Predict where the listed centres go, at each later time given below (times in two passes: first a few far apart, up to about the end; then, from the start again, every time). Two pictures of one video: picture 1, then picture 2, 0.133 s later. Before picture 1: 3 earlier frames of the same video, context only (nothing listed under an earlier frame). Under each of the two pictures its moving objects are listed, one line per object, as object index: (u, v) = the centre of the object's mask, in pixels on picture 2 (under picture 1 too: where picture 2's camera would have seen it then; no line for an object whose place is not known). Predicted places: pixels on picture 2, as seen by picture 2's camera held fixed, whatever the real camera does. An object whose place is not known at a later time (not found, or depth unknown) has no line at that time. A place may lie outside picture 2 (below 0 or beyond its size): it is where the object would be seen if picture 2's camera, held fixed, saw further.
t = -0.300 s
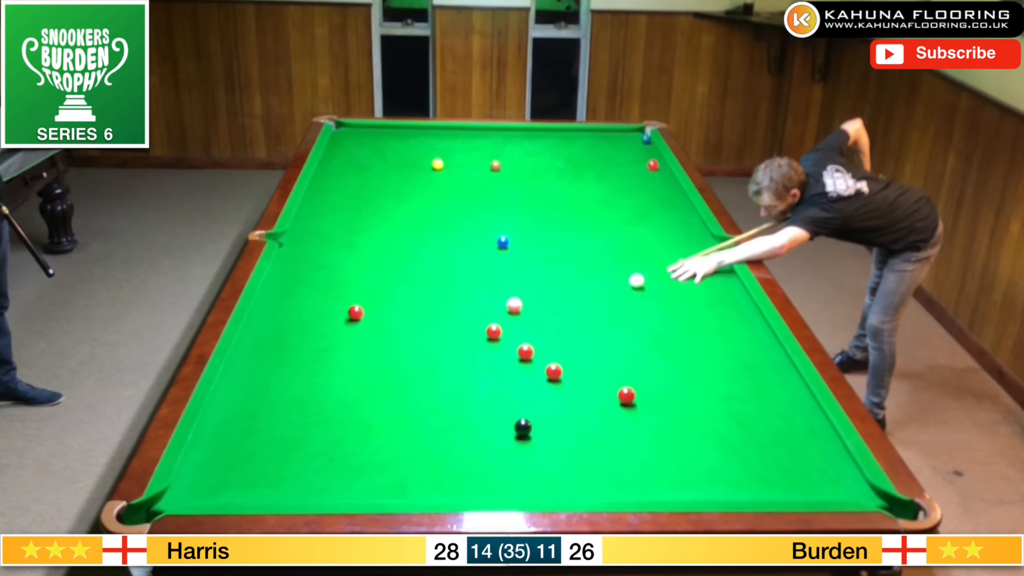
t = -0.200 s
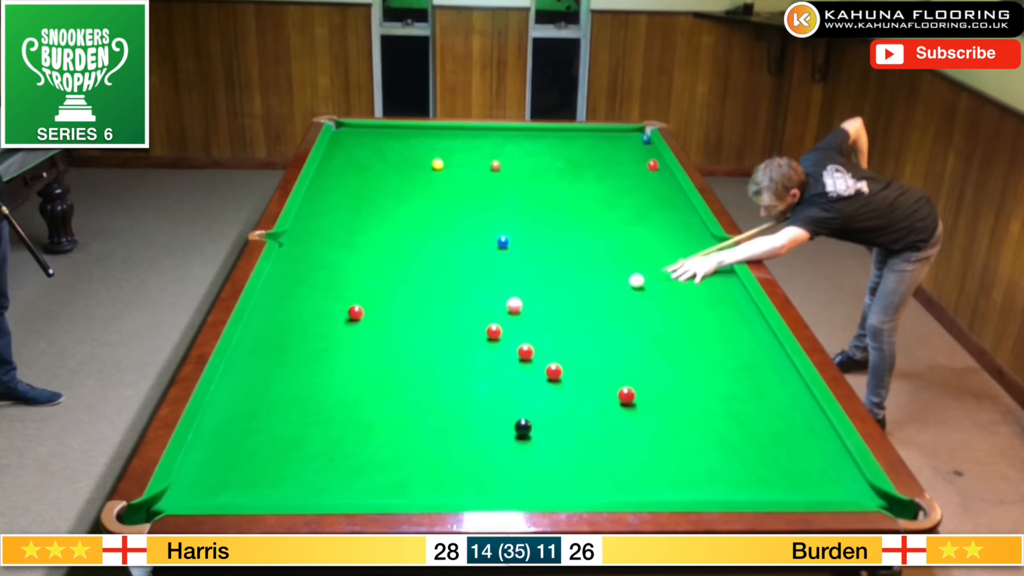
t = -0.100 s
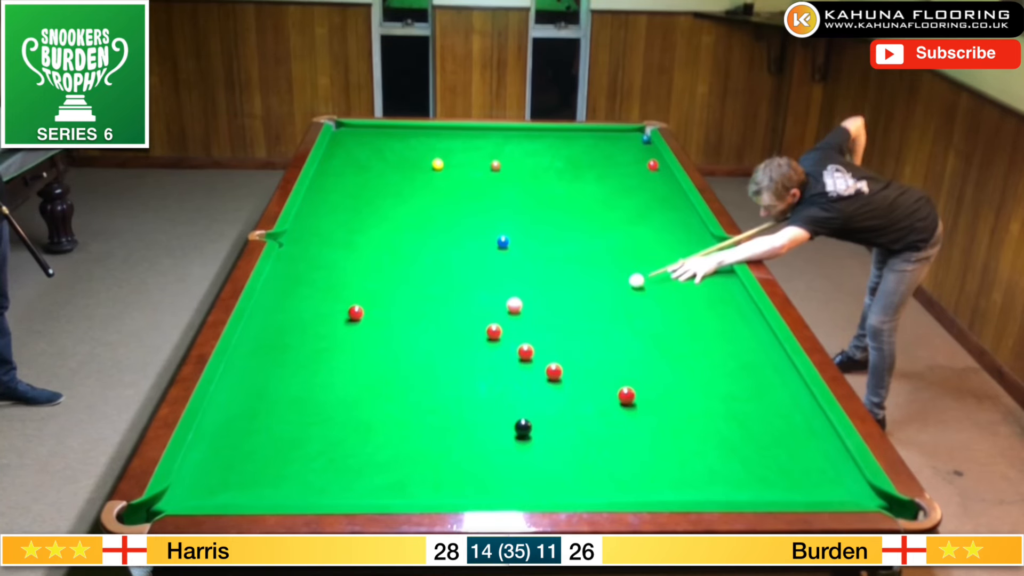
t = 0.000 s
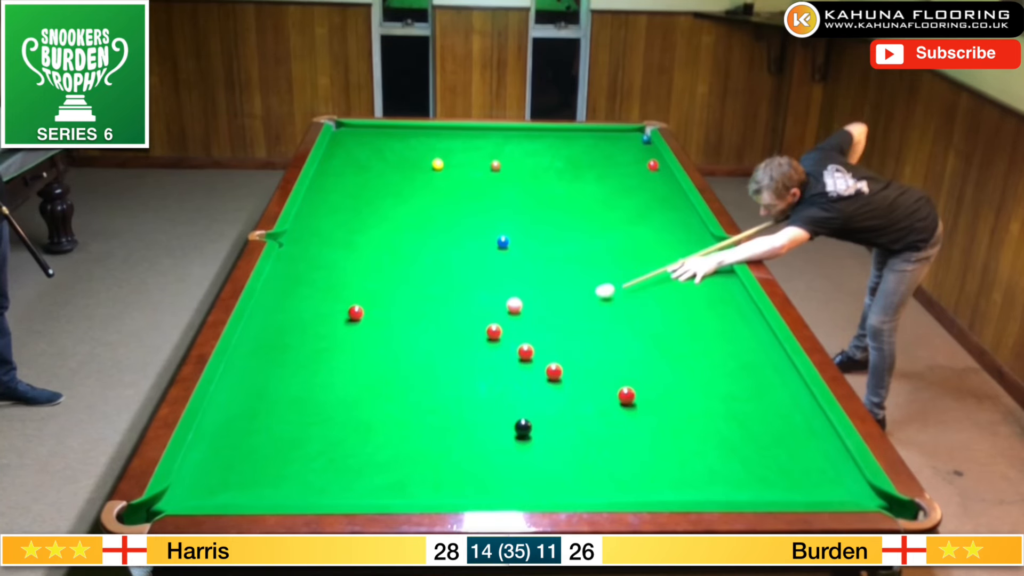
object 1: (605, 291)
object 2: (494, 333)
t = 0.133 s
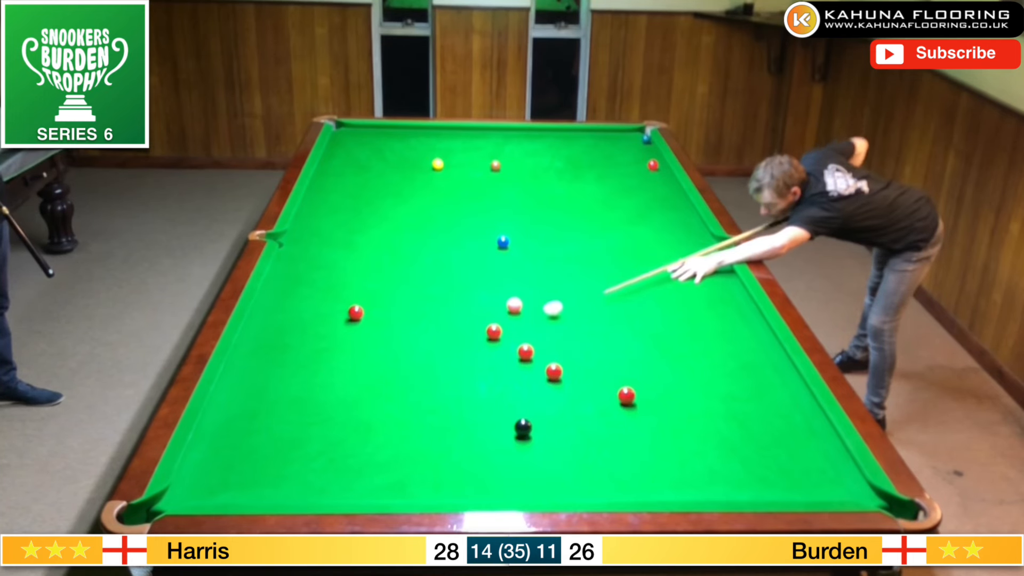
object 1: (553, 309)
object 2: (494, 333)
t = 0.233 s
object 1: (515, 322)
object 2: (494, 333)
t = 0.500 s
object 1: (474, 327)
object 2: (429, 366)
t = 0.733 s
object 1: (438, 330)
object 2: (370, 396)
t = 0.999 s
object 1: (400, 334)
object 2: (296, 435)
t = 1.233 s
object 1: (368, 338)
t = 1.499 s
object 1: (333, 341)
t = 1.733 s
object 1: (305, 344)
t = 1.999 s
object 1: (274, 348)
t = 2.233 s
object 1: (250, 351)
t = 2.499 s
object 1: (249, 353)
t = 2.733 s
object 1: (260, 354)
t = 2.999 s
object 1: (271, 355)
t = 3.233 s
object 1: (278, 357)
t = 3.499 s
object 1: (284, 357)
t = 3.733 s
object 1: (286, 358)
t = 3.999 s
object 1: (287, 358)
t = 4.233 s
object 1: (286, 358)
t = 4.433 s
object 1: (286, 357)
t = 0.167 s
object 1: (541, 313)
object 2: (494, 333)
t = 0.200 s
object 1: (528, 318)
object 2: (494, 333)
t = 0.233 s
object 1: (515, 322)
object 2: (494, 333)
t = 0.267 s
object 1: (504, 326)
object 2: (492, 333)
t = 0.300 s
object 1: (500, 326)
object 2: (482, 338)
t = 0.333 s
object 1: (497, 326)
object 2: (472, 343)
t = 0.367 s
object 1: (493, 325)
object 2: (463, 349)
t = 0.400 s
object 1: (489, 326)
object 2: (454, 353)
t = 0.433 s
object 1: (484, 326)
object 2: (445, 358)
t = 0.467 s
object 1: (479, 327)
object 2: (437, 362)
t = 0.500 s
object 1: (474, 327)
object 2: (429, 366)
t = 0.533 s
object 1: (468, 327)
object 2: (421, 370)
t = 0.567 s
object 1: (463, 328)
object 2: (413, 374)
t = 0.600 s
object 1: (458, 328)
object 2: (405, 378)
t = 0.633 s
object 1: (453, 329)
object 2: (396, 383)
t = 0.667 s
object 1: (448, 329)
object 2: (388, 387)
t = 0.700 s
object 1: (443, 330)
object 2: (379, 392)
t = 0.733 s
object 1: (438, 330)
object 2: (370, 396)
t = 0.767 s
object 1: (434, 331)
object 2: (362, 401)
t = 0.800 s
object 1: (429, 331)
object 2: (353, 405)
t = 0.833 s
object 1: (424, 332)
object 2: (343, 410)
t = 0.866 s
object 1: (419, 332)
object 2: (334, 415)
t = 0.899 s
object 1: (414, 333)
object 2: (325, 420)
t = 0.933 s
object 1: (410, 333)
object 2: (316, 425)
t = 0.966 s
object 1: (405, 334)
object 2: (306, 430)
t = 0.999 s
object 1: (400, 334)
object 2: (296, 435)
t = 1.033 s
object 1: (395, 335)
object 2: (286, 440)
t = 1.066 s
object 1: (391, 335)
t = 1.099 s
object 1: (386, 335)
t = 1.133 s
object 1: (382, 336)
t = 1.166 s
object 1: (377, 336)
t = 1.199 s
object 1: (372, 337)
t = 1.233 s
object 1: (368, 338)
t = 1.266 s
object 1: (364, 338)
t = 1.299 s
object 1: (359, 338)
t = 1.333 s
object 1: (355, 339)
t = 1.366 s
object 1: (350, 339)
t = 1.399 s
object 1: (346, 340)
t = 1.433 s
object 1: (342, 340)
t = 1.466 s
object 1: (337, 341)
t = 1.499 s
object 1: (333, 341)
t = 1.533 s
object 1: (329, 342)
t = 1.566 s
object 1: (325, 342)
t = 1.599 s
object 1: (321, 342)
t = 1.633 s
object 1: (317, 343)
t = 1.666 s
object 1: (313, 343)
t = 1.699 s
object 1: (308, 344)
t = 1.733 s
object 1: (305, 344)
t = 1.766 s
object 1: (301, 345)
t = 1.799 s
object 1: (297, 345)
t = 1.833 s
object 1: (293, 346)
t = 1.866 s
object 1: (289, 346)
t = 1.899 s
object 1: (285, 347)
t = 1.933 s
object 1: (282, 347)
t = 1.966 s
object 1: (278, 347)
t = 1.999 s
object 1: (274, 348)
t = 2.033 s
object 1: (271, 348)
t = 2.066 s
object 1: (268, 348)
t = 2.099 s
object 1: (264, 349)
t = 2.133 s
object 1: (261, 349)
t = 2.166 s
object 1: (257, 350)
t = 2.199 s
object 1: (254, 350)
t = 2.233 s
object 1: (250, 351)
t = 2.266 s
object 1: (247, 351)
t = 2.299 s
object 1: (244, 351)
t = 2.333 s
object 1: (241, 352)
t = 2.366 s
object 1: (242, 352)
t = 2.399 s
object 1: (244, 353)
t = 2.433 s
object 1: (246, 353)
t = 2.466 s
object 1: (247, 353)
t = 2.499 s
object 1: (249, 353)
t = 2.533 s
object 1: (251, 353)
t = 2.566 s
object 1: (253, 353)
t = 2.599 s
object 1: (254, 354)
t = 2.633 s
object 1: (256, 354)
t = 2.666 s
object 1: (257, 354)
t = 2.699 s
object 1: (259, 354)
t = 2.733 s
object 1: (260, 354)
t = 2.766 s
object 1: (262, 355)
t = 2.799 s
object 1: (263, 355)
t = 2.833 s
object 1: (265, 355)
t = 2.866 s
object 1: (266, 355)
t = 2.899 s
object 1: (267, 355)
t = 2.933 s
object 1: (269, 355)
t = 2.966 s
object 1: (270, 355)
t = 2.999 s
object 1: (271, 355)
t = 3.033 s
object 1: (272, 356)
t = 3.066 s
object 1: (274, 356)
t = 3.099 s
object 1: (275, 356)
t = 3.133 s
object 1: (276, 356)
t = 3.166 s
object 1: (277, 356)
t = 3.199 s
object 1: (277, 356)
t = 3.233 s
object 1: (278, 357)
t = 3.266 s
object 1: (279, 357)
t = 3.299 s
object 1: (280, 357)
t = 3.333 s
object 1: (281, 357)
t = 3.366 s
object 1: (281, 357)
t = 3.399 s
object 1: (282, 357)
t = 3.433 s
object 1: (283, 357)
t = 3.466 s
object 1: (283, 357)
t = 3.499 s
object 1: (284, 357)
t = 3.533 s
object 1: (284, 358)
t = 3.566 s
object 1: (285, 358)
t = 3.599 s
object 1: (285, 358)
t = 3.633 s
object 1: (286, 358)
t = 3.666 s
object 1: (286, 358)
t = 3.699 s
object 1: (286, 358)
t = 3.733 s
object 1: (286, 358)
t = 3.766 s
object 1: (287, 358)
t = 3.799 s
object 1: (287, 358)
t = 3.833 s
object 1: (287, 358)
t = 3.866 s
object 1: (287, 358)
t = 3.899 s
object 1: (287, 358)
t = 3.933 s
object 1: (287, 358)
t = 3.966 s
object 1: (287, 358)
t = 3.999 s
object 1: (287, 358)
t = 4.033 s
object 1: (286, 358)
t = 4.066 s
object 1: (286, 358)
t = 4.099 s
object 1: (286, 358)
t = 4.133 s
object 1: (286, 358)
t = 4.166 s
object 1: (286, 358)
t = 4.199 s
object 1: (286, 358)
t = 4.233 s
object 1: (286, 358)
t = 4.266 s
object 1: (286, 358)
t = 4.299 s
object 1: (286, 358)
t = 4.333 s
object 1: (286, 358)
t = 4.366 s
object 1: (286, 358)
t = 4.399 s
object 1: (286, 358)
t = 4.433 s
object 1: (286, 357)
